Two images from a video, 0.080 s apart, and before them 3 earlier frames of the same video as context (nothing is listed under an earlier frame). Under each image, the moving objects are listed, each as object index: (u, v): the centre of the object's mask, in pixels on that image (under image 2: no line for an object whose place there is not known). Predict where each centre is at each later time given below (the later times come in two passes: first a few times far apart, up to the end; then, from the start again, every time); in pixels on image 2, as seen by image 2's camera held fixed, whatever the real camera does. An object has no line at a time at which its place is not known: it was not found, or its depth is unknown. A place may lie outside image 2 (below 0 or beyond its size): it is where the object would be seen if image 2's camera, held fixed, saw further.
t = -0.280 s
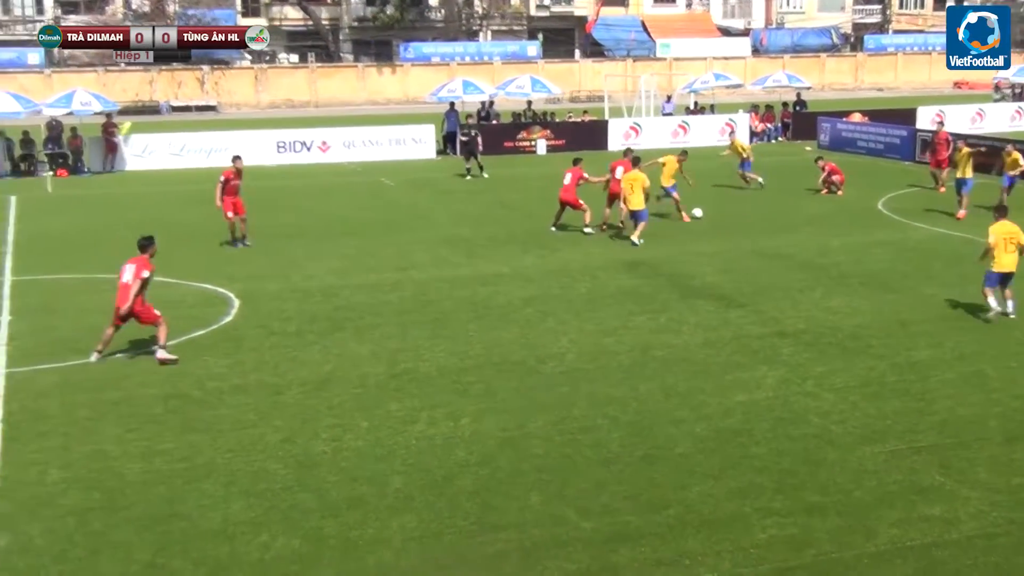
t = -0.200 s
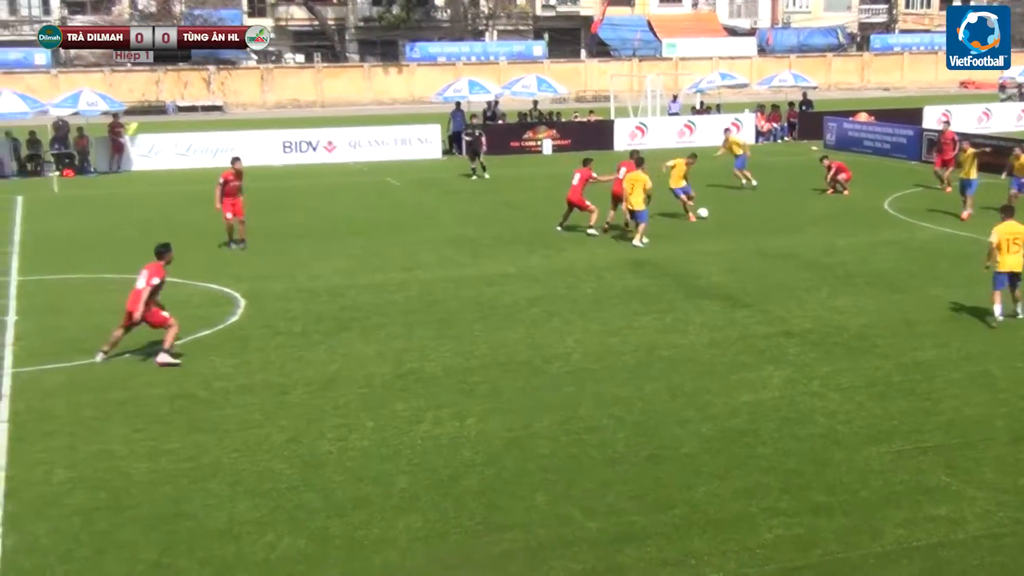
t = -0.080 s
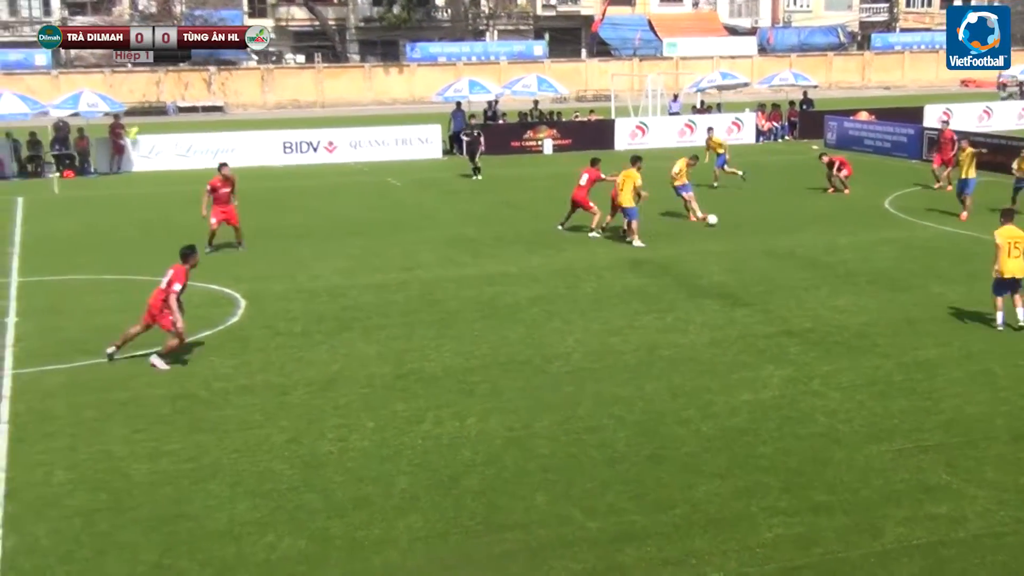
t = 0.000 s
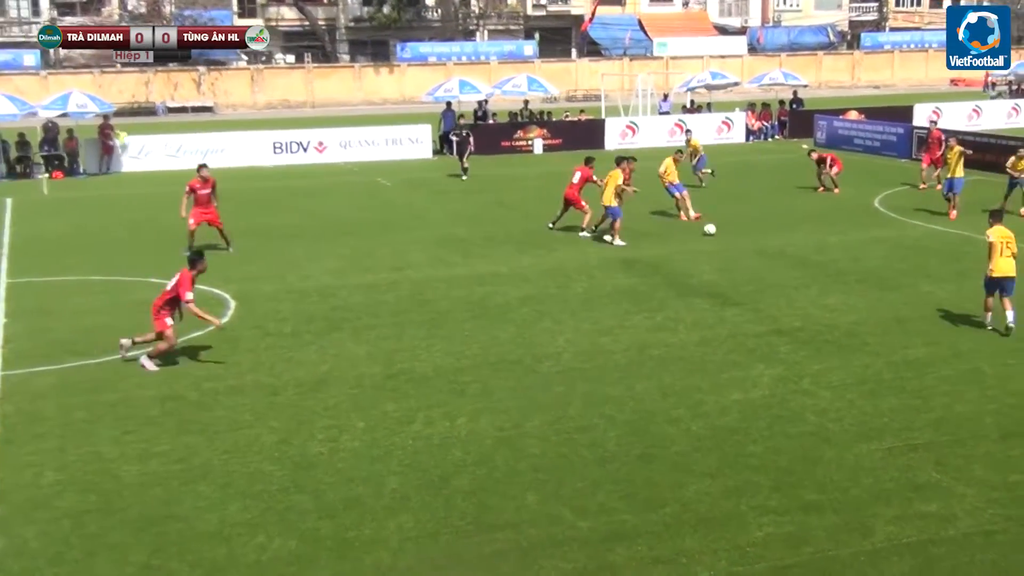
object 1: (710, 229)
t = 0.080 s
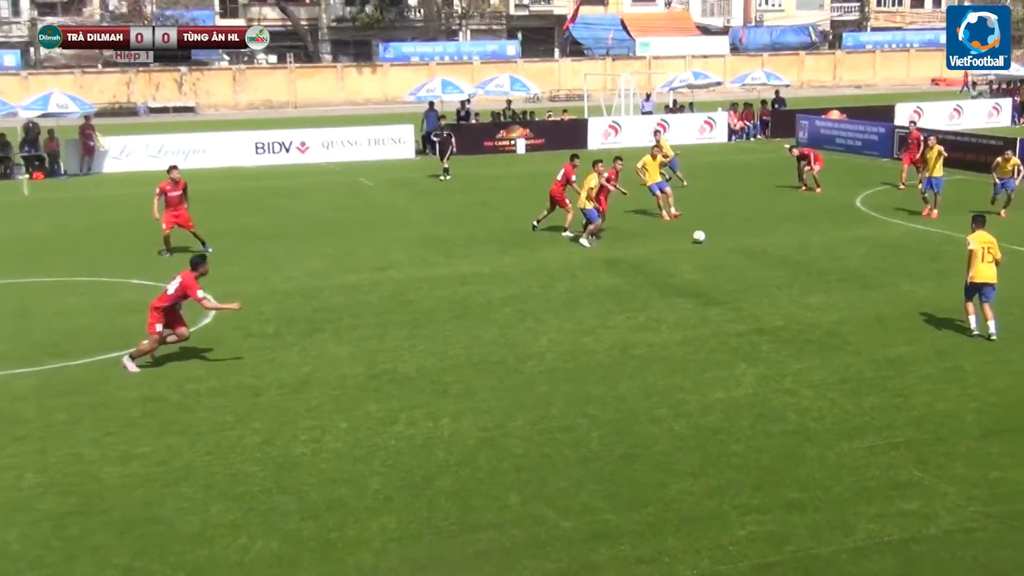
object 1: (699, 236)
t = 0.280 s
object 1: (711, 258)
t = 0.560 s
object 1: (722, 290)
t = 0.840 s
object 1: (725, 320)
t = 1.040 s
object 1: (723, 343)
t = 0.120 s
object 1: (702, 240)
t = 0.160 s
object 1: (705, 245)
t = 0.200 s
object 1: (707, 250)
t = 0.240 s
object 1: (709, 254)
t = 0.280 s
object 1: (711, 258)
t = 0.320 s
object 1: (713, 263)
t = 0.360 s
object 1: (715, 268)
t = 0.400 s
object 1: (716, 272)
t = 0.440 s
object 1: (718, 276)
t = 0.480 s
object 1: (719, 280)
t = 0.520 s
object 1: (720, 285)
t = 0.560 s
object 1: (722, 290)
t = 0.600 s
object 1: (722, 294)
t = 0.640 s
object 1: (723, 298)
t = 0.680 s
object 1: (724, 302)
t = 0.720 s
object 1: (724, 307)
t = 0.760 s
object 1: (725, 311)
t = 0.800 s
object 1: (725, 315)
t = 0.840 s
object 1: (725, 320)
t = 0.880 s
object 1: (724, 324)
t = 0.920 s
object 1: (724, 329)
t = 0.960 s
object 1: (724, 334)
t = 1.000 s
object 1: (723, 339)
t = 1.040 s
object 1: (723, 343)
